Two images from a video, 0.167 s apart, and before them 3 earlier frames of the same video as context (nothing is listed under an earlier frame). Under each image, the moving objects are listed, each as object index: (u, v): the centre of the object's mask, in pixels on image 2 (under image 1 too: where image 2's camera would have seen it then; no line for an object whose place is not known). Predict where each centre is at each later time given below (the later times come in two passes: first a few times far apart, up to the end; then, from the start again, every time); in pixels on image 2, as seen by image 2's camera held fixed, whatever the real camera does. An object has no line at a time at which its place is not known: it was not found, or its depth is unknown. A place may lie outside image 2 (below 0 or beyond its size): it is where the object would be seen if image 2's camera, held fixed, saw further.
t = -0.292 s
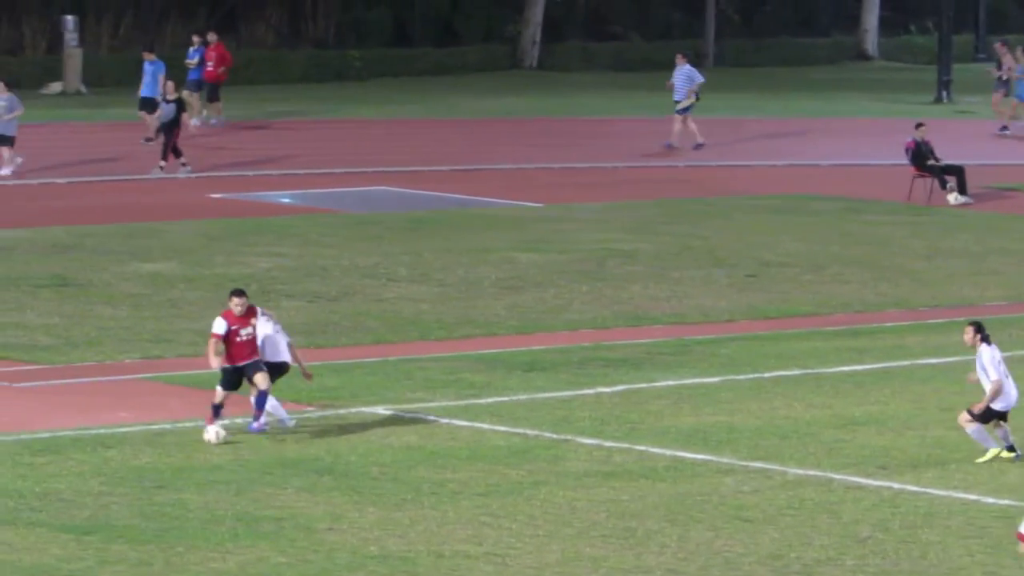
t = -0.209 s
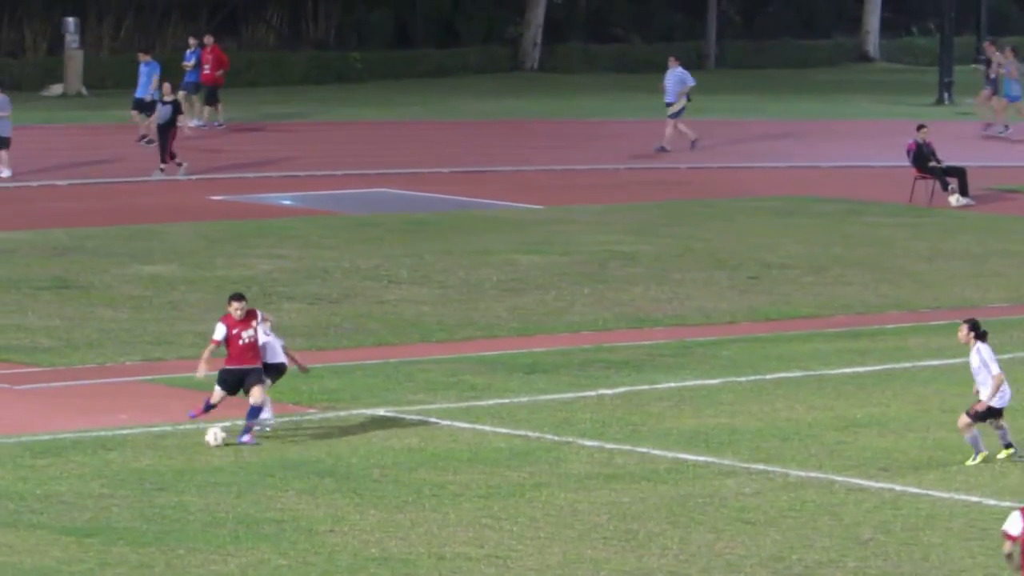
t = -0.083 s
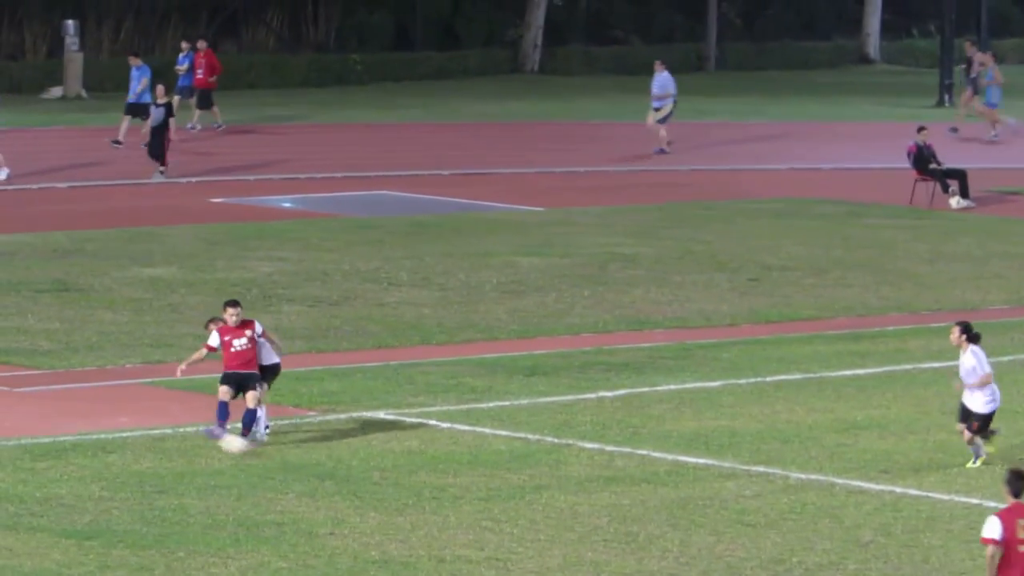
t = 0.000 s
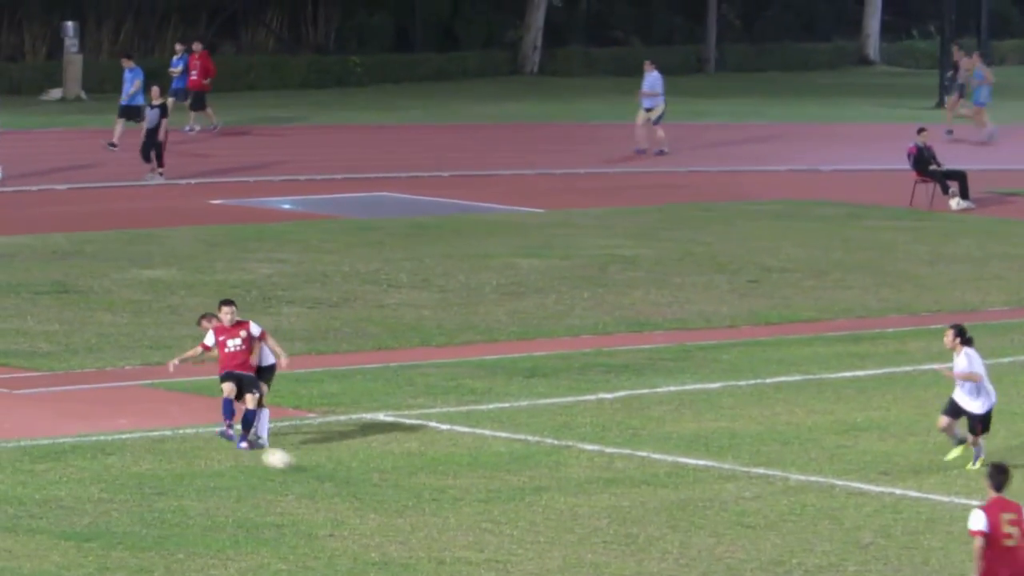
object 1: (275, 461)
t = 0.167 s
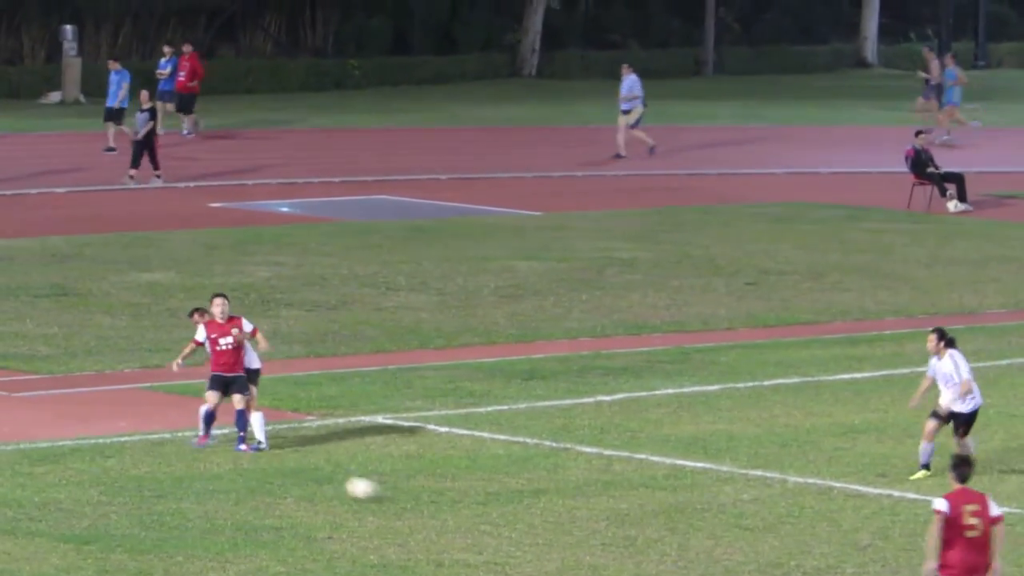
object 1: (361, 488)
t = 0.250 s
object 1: (401, 503)
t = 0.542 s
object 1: (524, 538)
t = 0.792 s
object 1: (618, 570)
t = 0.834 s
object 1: (634, 574)
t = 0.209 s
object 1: (381, 494)
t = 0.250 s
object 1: (401, 503)
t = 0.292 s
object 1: (420, 510)
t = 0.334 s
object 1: (438, 513)
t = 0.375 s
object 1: (457, 518)
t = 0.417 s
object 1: (474, 525)
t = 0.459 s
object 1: (491, 528)
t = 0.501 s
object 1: (507, 532)
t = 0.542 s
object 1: (524, 538)
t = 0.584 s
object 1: (540, 543)
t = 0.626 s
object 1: (556, 544)
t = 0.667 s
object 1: (571, 547)
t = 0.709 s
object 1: (587, 553)
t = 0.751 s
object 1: (602, 561)
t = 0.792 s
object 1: (618, 570)
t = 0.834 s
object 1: (634, 574)
